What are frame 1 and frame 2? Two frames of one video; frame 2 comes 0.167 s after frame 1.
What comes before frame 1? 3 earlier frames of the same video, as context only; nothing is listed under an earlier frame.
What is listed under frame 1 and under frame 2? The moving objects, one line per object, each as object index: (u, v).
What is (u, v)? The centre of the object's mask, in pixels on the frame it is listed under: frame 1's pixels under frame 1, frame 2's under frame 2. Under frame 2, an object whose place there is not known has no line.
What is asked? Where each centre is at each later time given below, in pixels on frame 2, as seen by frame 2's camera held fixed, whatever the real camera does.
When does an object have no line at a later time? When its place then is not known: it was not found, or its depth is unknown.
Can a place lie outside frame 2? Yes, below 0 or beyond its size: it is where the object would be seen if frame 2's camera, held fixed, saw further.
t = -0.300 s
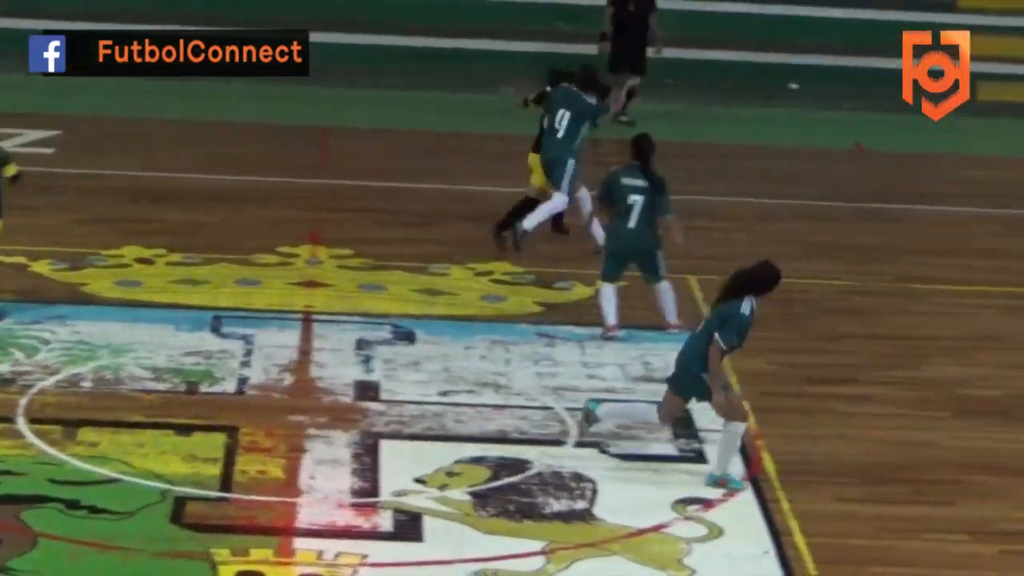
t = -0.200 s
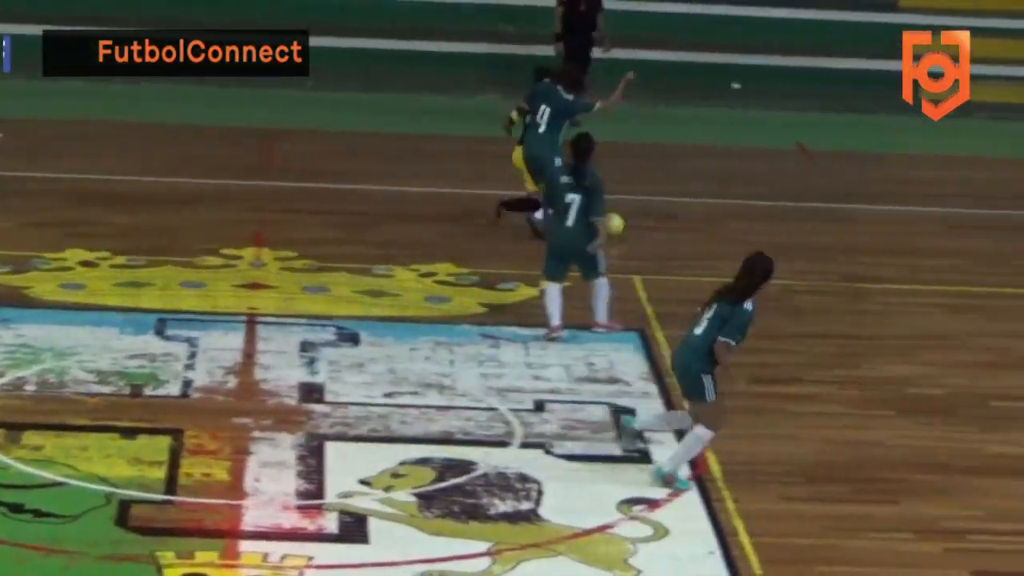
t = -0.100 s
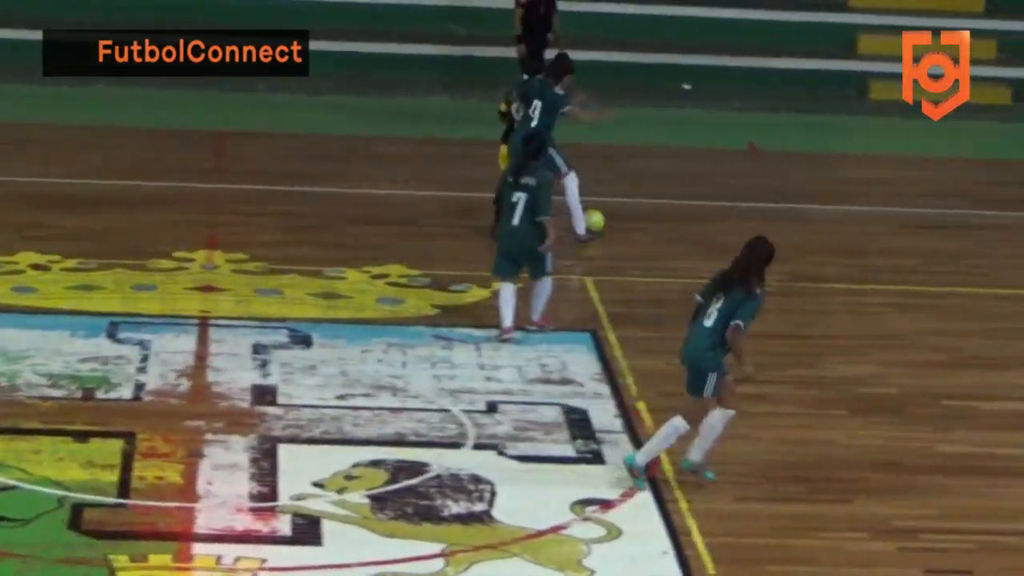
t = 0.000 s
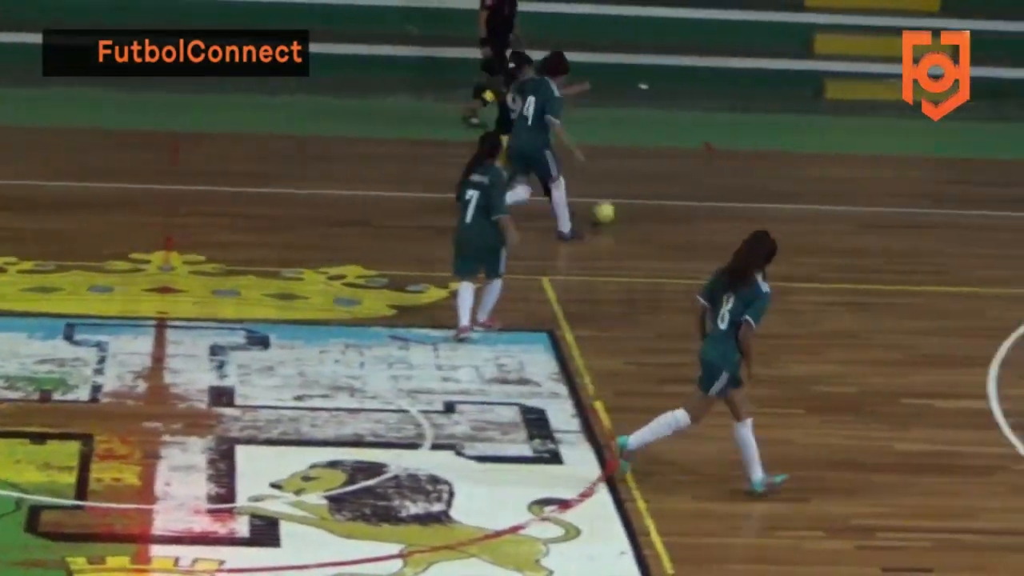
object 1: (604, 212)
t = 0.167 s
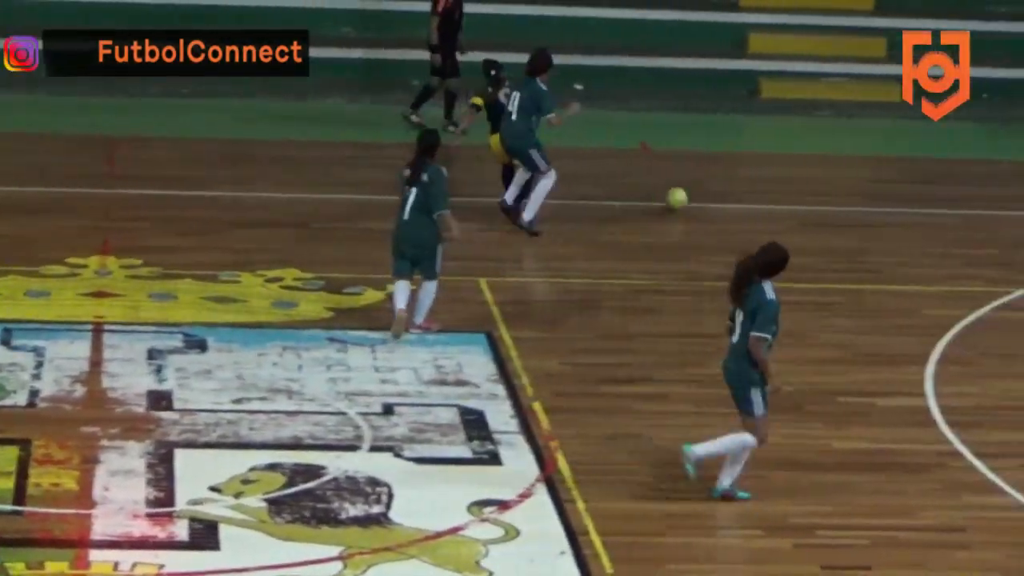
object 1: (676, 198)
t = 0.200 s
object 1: (698, 195)
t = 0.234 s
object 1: (720, 193)
